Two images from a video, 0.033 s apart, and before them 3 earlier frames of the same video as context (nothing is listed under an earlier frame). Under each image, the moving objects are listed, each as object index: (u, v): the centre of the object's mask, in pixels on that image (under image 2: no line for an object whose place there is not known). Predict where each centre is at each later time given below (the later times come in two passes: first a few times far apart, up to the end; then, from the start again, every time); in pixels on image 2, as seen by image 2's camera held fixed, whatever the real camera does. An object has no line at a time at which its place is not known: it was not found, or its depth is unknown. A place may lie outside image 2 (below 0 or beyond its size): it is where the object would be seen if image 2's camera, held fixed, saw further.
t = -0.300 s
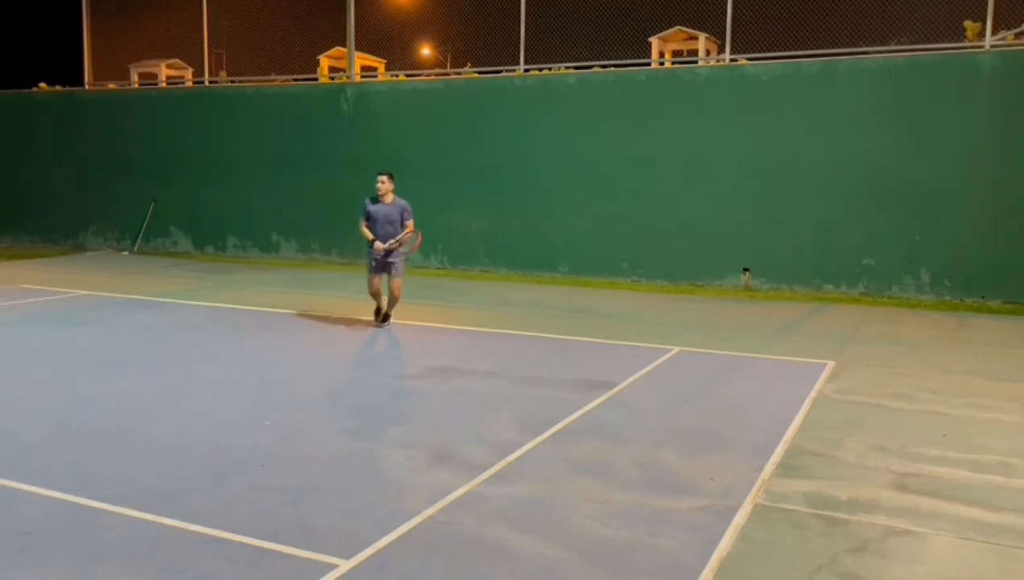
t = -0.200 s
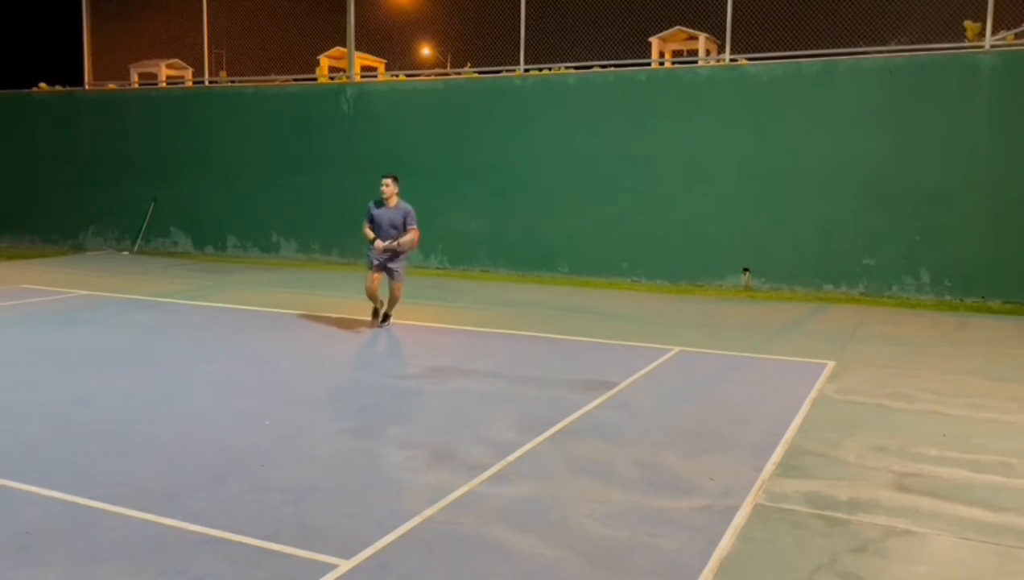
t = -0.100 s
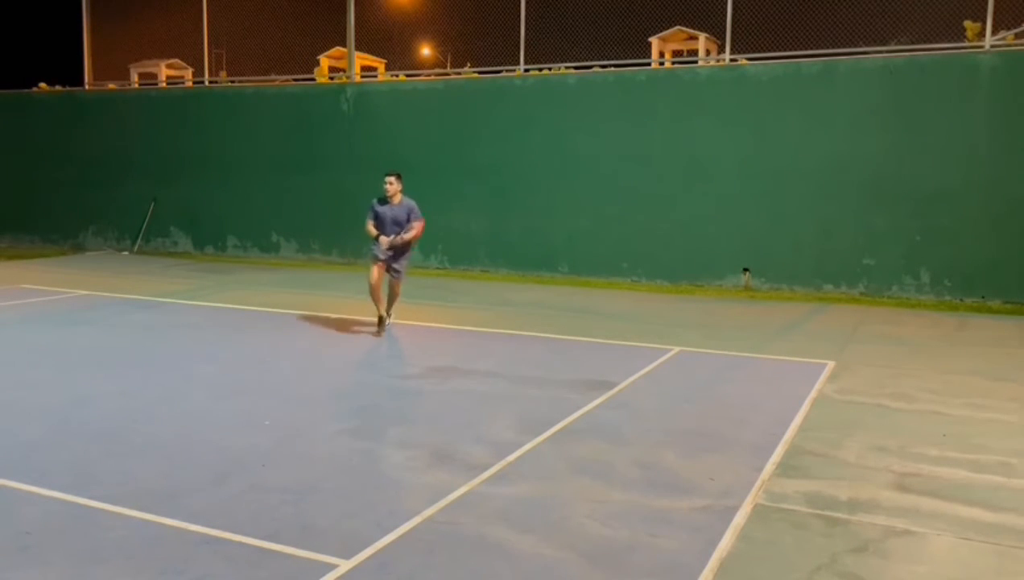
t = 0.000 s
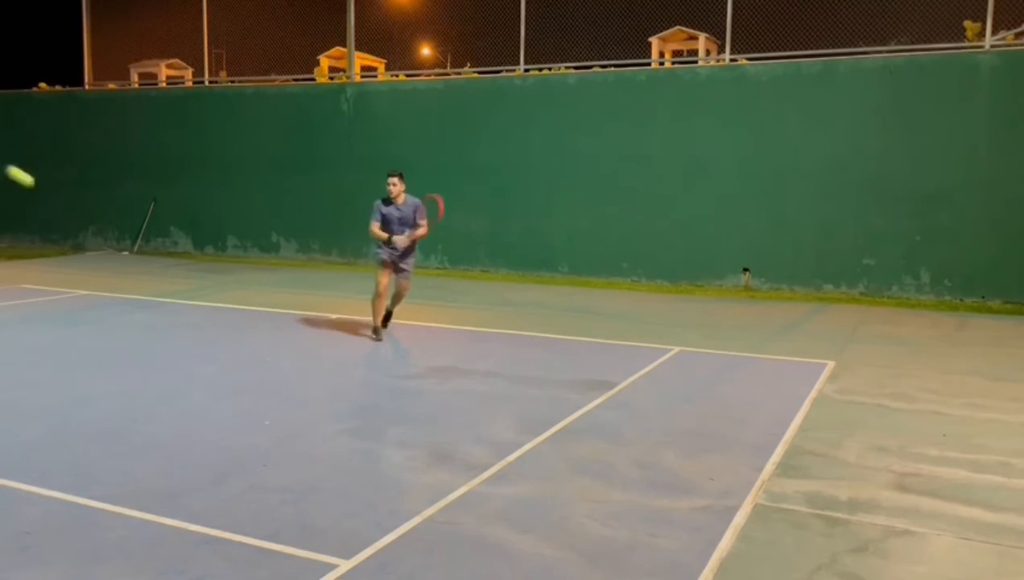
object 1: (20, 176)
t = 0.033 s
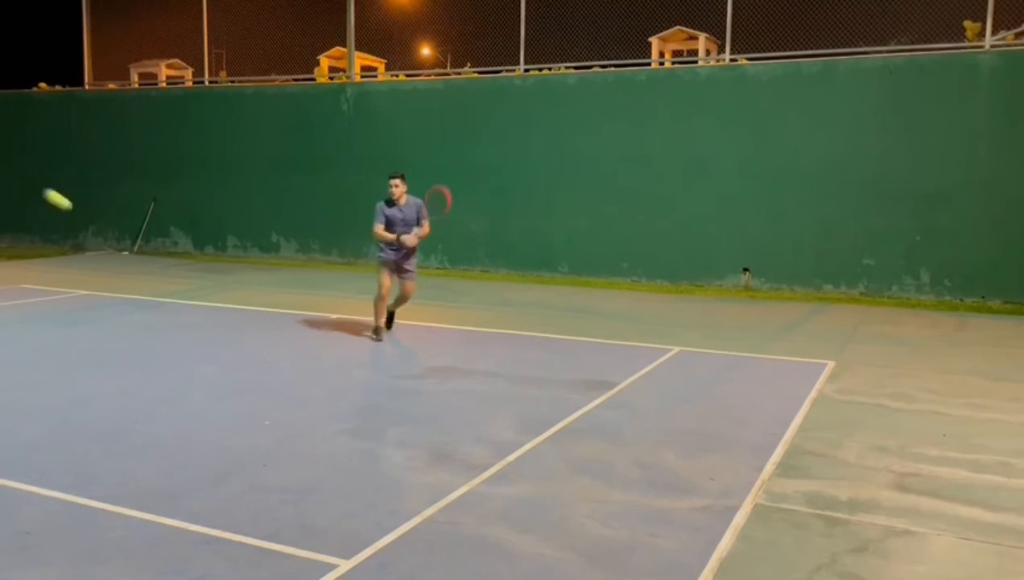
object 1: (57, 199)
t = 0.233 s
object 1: (255, 355)
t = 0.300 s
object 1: (310, 411)
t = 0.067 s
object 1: (94, 224)
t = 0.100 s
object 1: (129, 248)
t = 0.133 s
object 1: (163, 274)
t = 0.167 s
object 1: (195, 300)
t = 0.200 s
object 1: (226, 327)
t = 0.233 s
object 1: (255, 355)
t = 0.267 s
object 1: (283, 383)
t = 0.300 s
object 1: (310, 411)
